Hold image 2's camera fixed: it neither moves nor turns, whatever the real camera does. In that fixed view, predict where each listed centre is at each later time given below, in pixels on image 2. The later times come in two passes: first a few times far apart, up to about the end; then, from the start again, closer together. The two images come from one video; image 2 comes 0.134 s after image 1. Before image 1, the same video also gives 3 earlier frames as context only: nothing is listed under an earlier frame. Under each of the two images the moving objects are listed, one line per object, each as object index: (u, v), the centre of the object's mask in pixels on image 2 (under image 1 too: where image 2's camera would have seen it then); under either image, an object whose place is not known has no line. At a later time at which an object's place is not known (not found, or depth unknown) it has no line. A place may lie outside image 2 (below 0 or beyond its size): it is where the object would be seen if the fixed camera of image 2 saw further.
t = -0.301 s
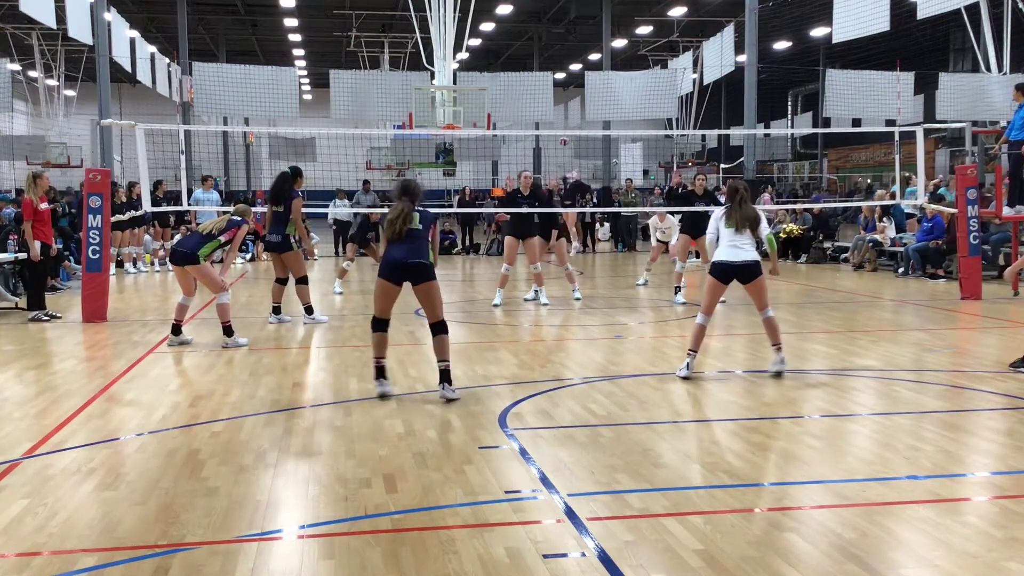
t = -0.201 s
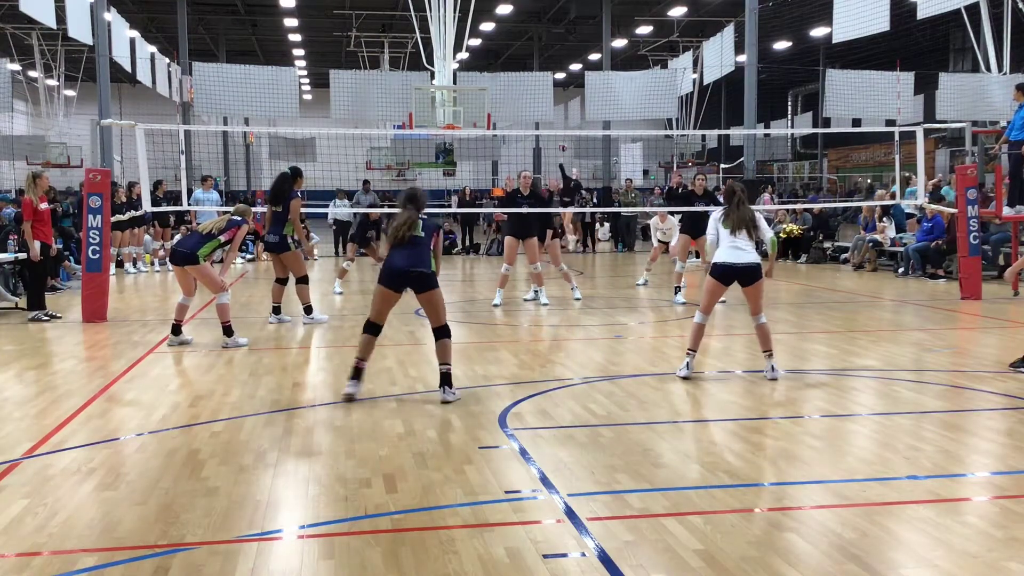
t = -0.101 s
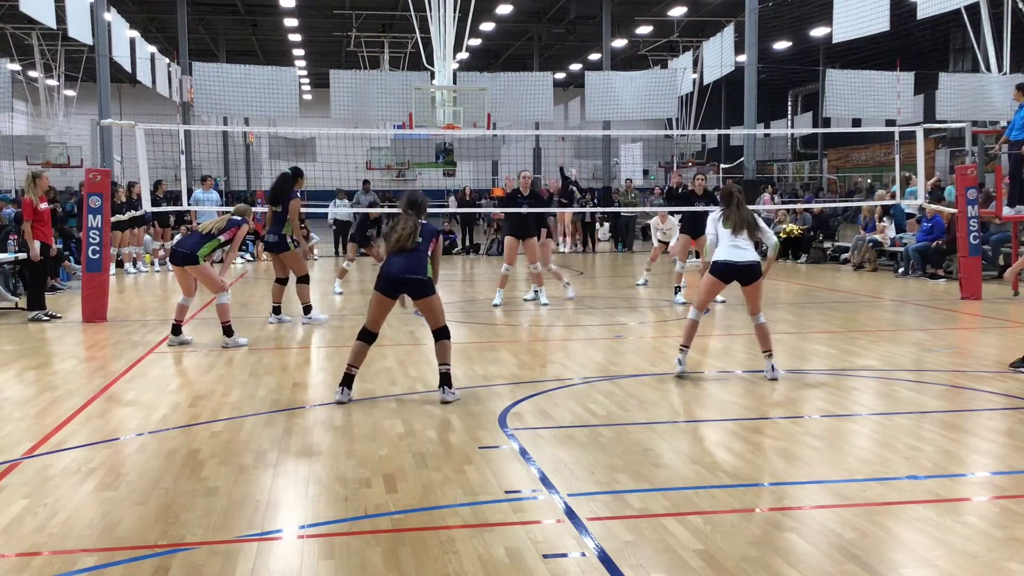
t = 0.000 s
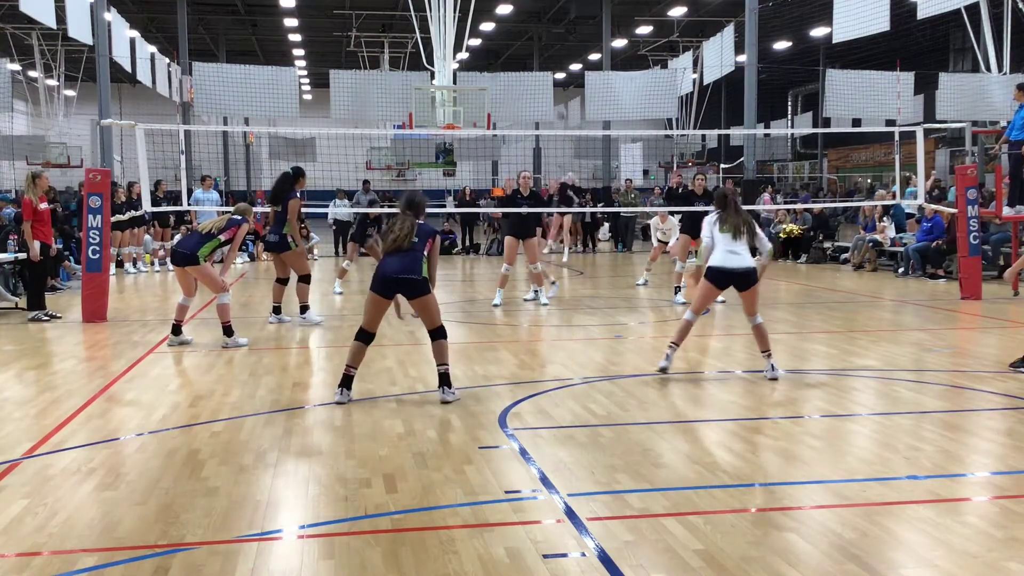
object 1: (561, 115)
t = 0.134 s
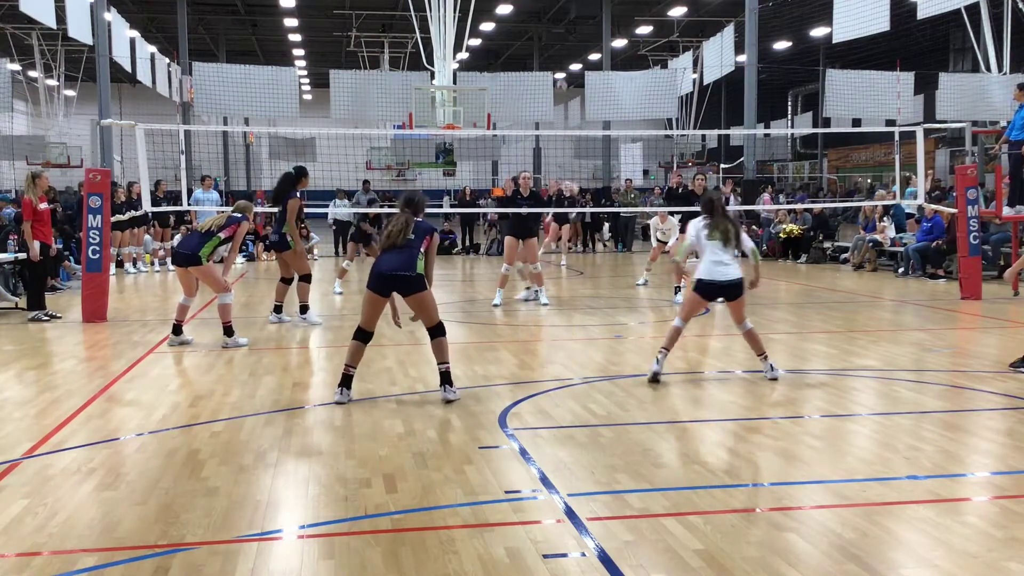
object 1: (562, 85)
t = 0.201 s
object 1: (560, 74)
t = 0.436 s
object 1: (552, 42)
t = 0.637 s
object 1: (538, 31)
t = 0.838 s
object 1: (513, 54)
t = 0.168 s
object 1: (561, 81)
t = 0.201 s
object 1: (560, 74)
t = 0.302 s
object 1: (558, 59)
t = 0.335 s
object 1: (557, 54)
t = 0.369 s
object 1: (555, 50)
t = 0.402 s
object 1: (554, 46)
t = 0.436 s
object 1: (552, 42)
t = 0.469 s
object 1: (550, 39)
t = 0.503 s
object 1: (548, 37)
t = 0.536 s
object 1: (547, 34)
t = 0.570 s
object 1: (544, 33)
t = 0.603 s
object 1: (541, 32)
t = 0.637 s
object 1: (538, 31)
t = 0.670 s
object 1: (535, 32)
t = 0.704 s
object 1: (531, 33)
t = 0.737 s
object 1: (527, 36)
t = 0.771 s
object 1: (523, 41)
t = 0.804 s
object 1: (518, 47)
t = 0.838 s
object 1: (513, 54)
